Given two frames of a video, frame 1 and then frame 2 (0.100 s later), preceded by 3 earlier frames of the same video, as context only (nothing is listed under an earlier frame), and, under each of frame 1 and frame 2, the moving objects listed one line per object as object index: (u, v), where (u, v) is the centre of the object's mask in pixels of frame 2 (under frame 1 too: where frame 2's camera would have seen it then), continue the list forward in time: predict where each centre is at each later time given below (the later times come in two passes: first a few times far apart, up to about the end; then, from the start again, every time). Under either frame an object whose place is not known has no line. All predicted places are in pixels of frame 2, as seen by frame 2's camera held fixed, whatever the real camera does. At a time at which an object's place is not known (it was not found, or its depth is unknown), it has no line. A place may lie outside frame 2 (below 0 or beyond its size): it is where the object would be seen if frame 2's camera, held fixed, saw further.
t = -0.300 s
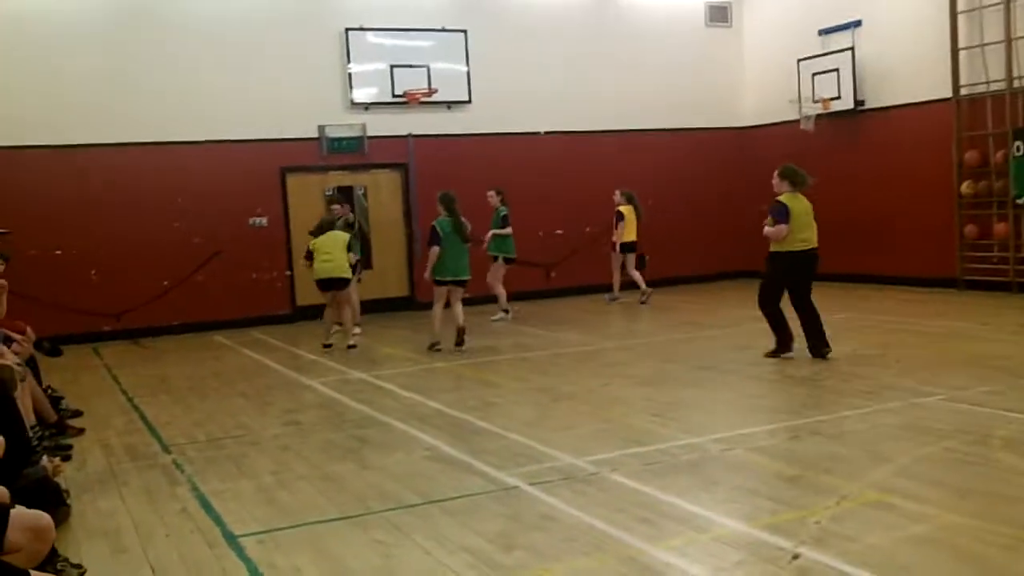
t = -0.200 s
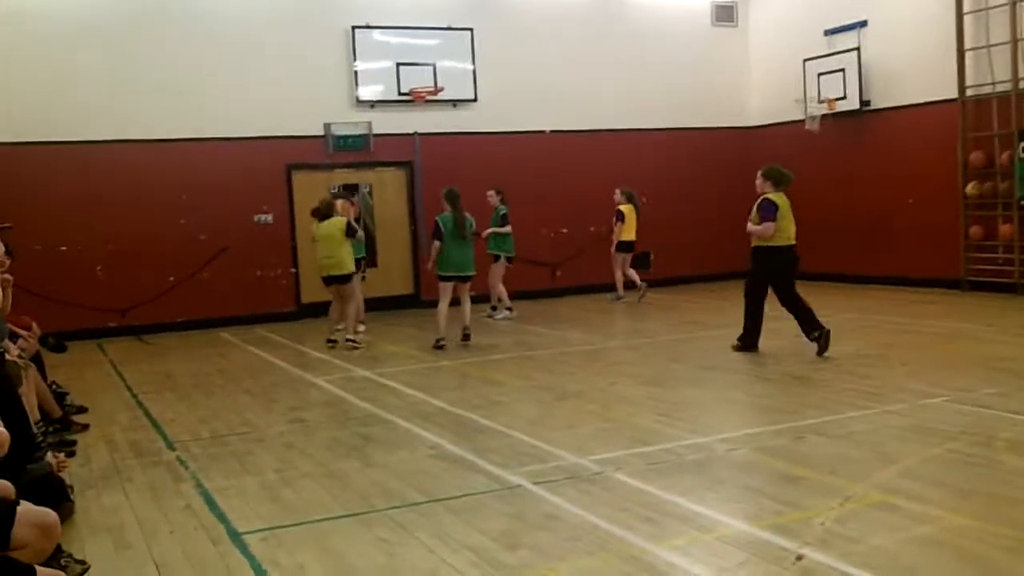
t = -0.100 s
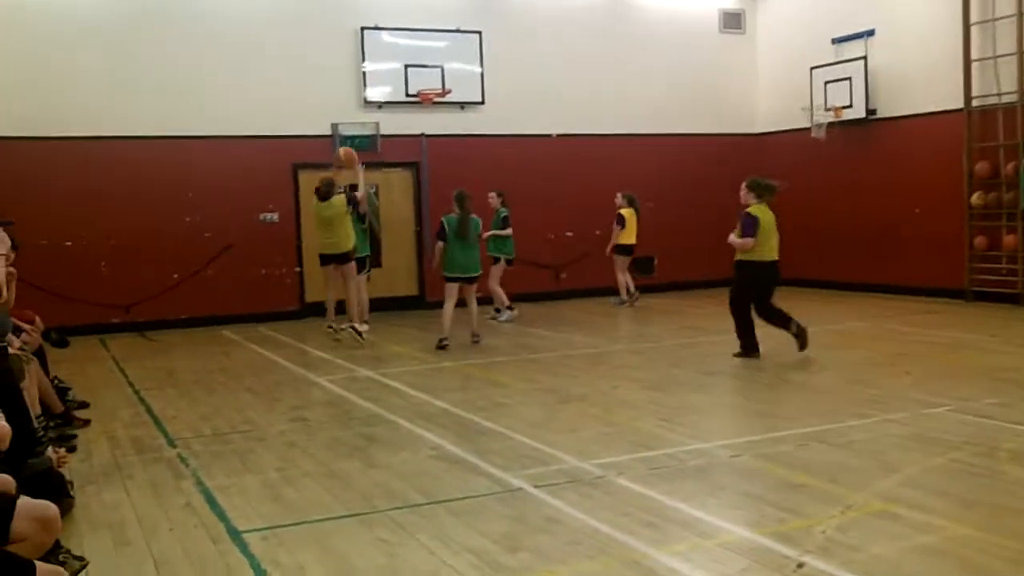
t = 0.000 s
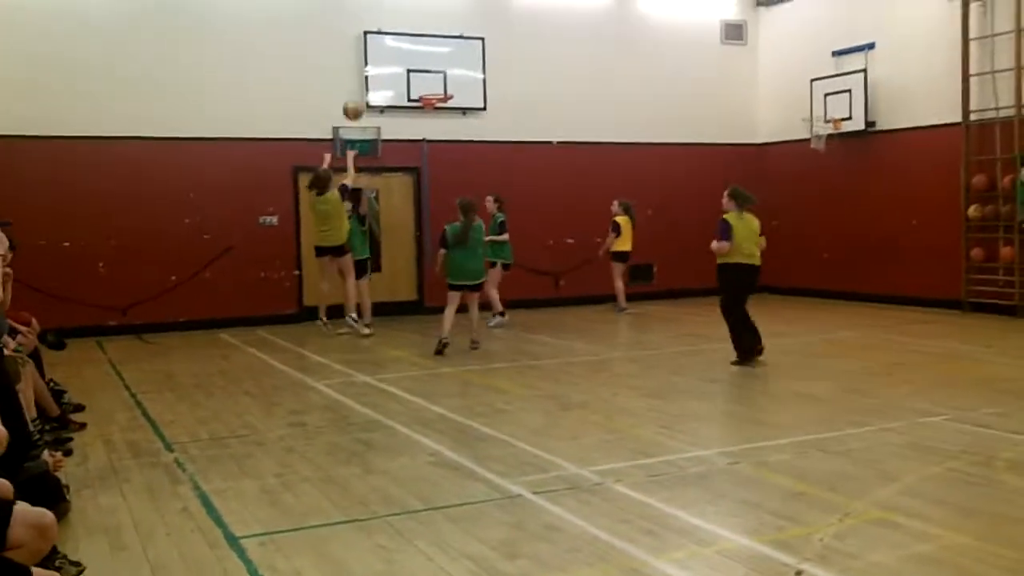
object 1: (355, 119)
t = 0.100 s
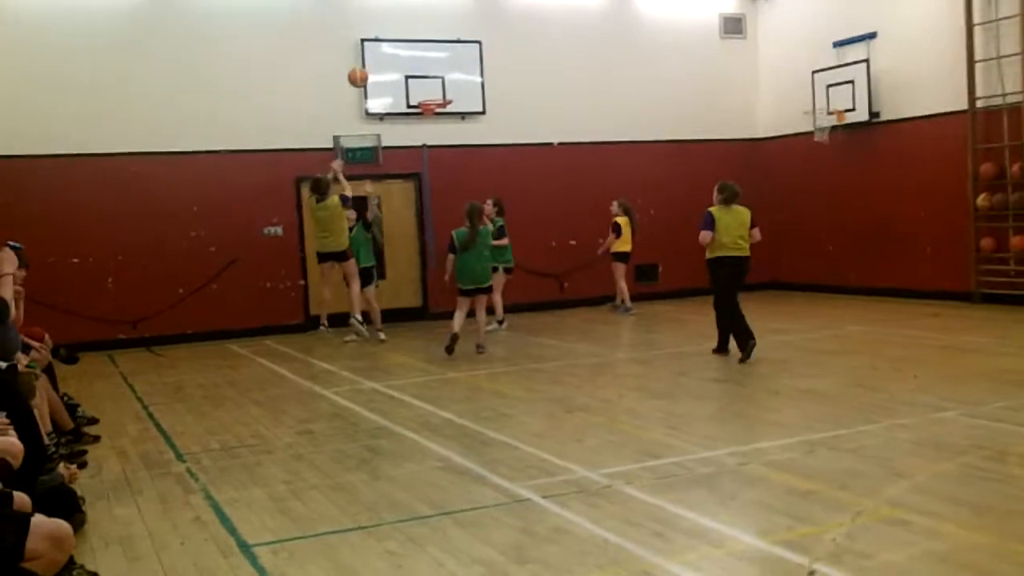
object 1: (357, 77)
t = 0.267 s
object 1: (368, 32)
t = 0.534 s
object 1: (383, 10)
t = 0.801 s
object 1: (398, 47)
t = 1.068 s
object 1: (402, 86)
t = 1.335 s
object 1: (354, 69)
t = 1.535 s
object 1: (319, 90)
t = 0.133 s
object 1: (359, 66)
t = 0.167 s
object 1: (361, 57)
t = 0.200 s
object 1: (363, 48)
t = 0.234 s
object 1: (366, 39)
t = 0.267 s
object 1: (368, 32)
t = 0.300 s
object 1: (370, 25)
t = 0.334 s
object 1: (372, 20)
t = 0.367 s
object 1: (374, 17)
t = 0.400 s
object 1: (376, 14)
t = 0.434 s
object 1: (378, 12)
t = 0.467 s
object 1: (380, 11)
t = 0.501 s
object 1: (382, 11)
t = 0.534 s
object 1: (383, 10)
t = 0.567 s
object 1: (385, 12)
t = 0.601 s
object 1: (386, 15)
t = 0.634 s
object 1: (388, 18)
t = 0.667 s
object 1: (390, 23)
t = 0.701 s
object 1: (392, 27)
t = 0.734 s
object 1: (394, 33)
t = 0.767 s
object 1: (396, 40)
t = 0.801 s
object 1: (398, 47)
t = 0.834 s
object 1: (400, 55)
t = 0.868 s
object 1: (402, 64)
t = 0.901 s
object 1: (404, 73)
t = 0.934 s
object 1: (406, 84)
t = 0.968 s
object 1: (410, 92)
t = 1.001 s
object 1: (414, 98)
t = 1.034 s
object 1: (408, 91)
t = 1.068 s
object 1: (402, 86)
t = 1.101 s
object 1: (397, 81)
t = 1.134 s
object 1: (391, 76)
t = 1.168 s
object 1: (384, 73)
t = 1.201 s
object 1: (378, 71)
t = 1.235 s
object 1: (372, 69)
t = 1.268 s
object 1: (366, 68)
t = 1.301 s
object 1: (360, 68)
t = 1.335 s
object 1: (354, 69)
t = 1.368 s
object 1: (348, 70)
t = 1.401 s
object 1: (342, 72)
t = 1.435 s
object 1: (336, 75)
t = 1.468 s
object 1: (330, 79)
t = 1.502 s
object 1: (324, 84)
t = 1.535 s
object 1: (319, 90)
